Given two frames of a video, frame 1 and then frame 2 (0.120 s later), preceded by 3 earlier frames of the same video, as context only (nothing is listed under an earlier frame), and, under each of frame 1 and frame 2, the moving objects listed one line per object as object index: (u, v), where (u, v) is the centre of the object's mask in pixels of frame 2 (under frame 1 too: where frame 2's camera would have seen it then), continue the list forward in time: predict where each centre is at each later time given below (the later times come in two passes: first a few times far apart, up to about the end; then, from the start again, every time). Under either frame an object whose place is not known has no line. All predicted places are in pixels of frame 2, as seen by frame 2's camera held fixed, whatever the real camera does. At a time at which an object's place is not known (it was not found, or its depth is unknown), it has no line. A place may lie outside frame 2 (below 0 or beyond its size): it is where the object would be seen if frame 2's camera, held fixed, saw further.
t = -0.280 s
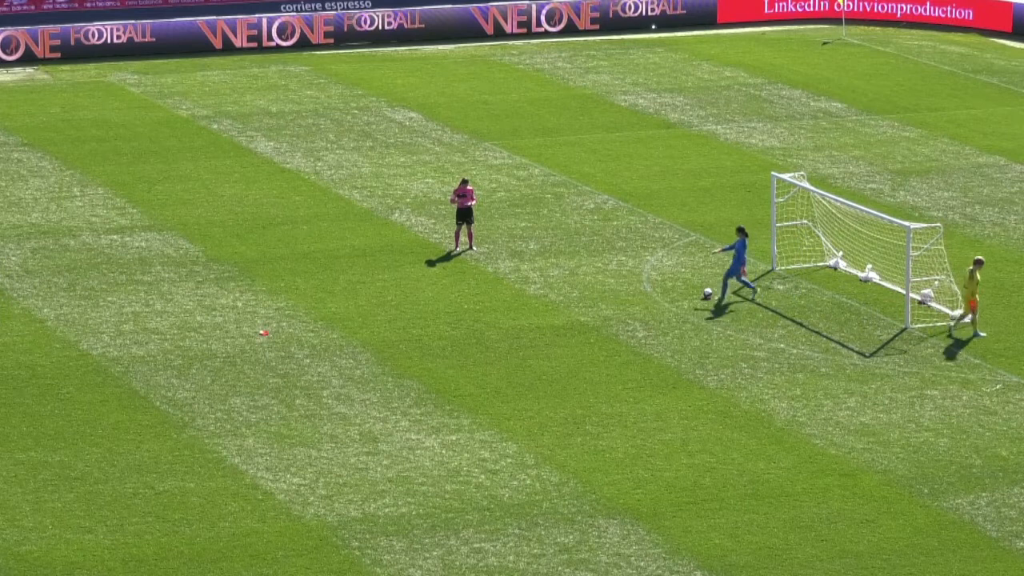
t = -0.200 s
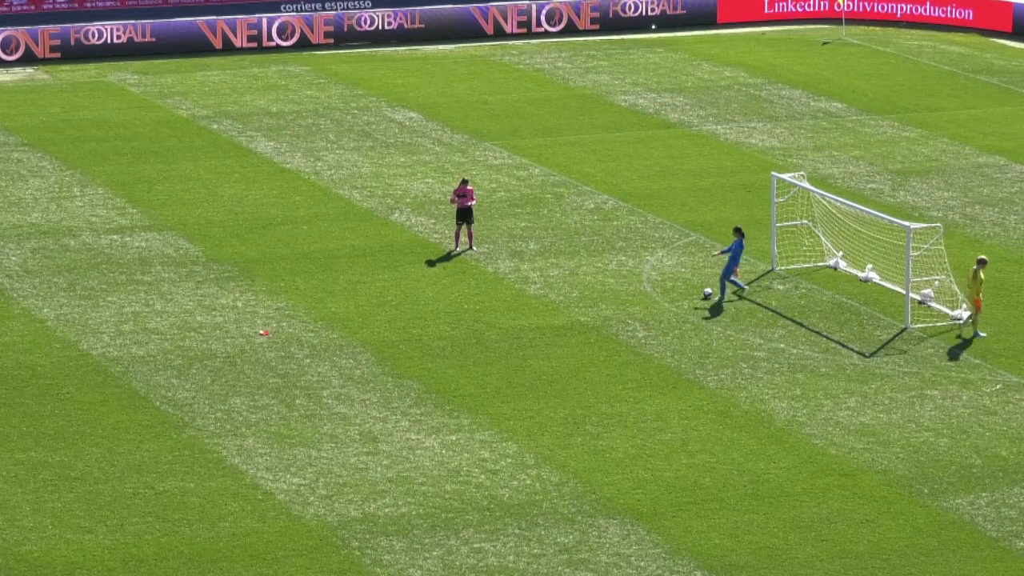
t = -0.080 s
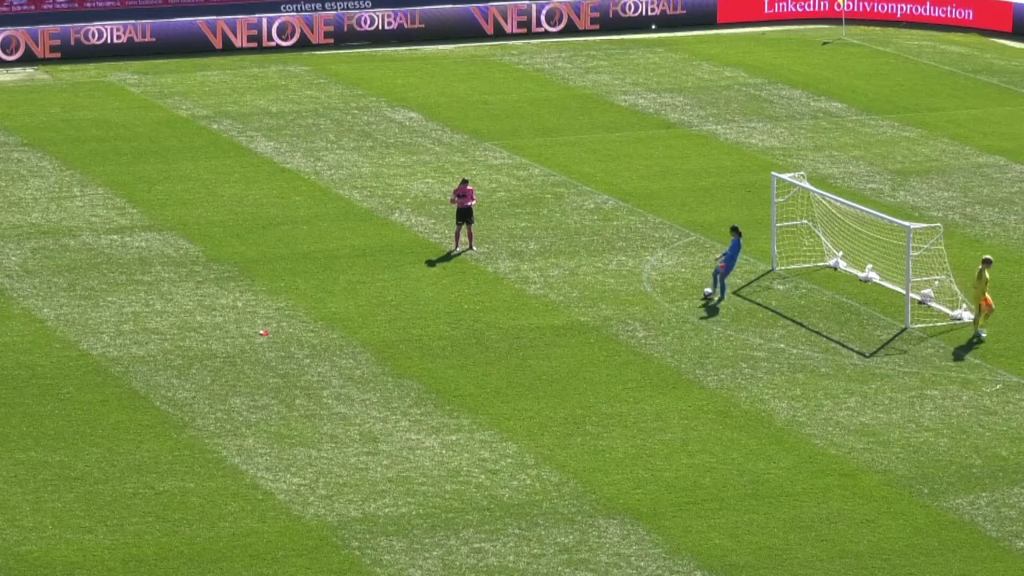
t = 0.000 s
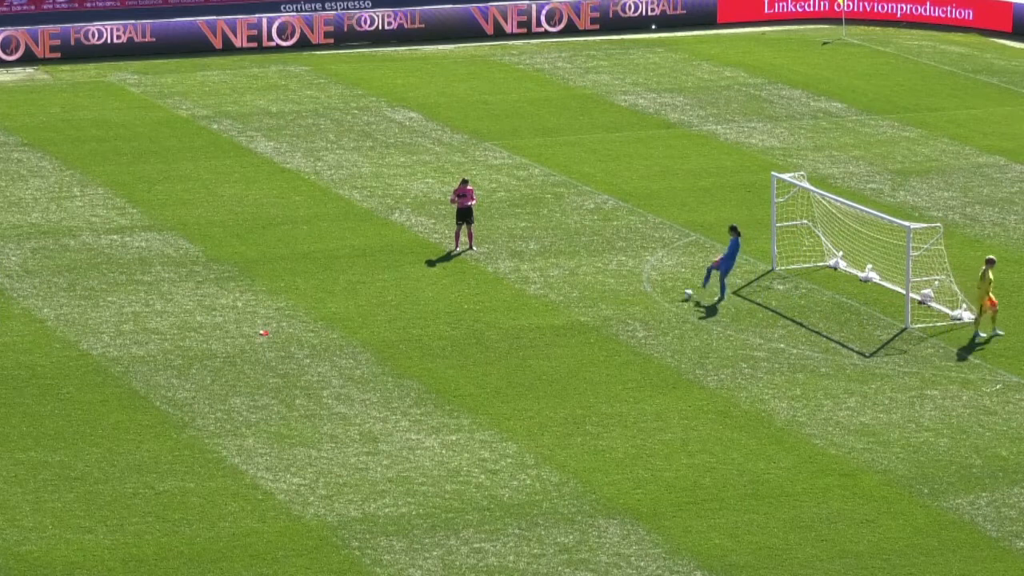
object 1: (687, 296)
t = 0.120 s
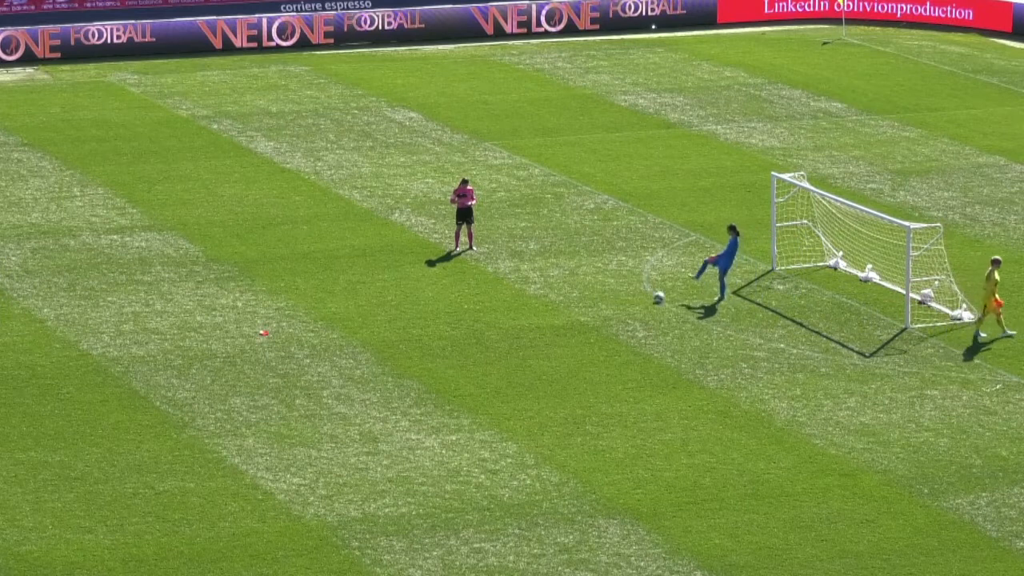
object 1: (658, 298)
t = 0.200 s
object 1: (642, 299)
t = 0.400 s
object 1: (604, 302)
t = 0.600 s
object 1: (569, 304)
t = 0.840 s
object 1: (529, 308)
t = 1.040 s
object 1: (498, 309)
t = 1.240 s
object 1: (469, 311)
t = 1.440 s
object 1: (441, 313)
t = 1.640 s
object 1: (416, 315)
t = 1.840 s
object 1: (391, 317)
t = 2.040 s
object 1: (369, 319)
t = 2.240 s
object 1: (347, 320)
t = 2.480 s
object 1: (323, 322)
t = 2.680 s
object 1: (305, 324)
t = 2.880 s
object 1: (287, 325)
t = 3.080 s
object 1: (272, 326)
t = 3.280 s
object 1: (257, 327)
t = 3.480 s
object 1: (244, 327)
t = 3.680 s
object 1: (232, 328)
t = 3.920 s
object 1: (219, 328)
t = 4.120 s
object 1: (211, 329)
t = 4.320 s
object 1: (204, 329)
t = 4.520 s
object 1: (197, 330)
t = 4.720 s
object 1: (193, 330)
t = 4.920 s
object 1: (188, 330)
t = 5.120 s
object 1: (186, 330)
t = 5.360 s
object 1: (185, 330)
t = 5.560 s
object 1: (184, 330)
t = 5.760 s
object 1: (185, 330)
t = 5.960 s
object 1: (185, 330)
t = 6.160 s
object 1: (185, 330)
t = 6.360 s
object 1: (185, 330)
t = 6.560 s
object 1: (185, 330)
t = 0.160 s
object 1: (650, 299)
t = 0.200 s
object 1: (642, 299)
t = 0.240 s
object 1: (634, 300)
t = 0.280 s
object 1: (626, 301)
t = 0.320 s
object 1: (620, 301)
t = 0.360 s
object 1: (612, 301)
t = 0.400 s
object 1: (604, 302)
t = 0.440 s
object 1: (596, 303)
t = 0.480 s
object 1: (590, 303)
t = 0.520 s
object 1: (582, 303)
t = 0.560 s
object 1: (576, 303)
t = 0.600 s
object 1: (569, 304)
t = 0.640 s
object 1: (562, 305)
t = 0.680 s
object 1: (555, 305)
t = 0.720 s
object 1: (549, 305)
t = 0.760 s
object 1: (542, 306)
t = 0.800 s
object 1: (536, 307)
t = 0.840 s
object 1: (529, 308)
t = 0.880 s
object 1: (523, 308)
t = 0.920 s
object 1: (517, 308)
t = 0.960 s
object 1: (510, 309)
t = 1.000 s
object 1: (505, 309)
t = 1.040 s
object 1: (498, 309)
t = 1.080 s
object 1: (493, 310)
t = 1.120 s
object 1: (486, 310)
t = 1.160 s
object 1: (480, 311)
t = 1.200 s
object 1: (475, 311)
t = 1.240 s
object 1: (469, 311)
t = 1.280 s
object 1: (464, 312)
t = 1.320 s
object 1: (458, 312)
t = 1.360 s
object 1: (452, 313)
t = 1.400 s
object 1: (447, 313)
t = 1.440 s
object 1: (441, 313)
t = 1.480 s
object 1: (436, 314)
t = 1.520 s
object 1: (431, 314)
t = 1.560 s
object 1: (426, 314)
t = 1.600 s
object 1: (421, 314)
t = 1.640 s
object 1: (416, 315)
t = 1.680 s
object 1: (410, 315)
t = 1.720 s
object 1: (406, 316)
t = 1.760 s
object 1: (401, 316)
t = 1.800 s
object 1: (396, 316)
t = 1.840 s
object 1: (391, 317)
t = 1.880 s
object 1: (386, 317)
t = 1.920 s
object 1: (382, 318)
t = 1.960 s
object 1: (377, 318)
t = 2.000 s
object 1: (373, 318)
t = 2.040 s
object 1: (369, 319)
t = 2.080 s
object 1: (364, 319)
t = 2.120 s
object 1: (360, 319)
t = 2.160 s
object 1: (355, 320)
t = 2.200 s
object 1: (351, 320)
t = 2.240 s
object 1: (347, 320)
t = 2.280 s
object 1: (343, 321)
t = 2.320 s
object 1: (339, 321)
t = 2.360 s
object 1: (335, 321)
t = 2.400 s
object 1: (331, 322)
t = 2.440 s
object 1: (326, 322)
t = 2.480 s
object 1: (323, 322)
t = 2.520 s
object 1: (319, 322)
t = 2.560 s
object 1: (316, 323)
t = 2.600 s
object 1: (312, 323)
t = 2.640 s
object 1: (308, 324)
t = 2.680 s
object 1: (305, 324)
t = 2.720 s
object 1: (301, 324)
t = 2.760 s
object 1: (297, 324)
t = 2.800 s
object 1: (294, 325)
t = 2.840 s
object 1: (291, 325)
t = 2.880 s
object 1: (287, 325)
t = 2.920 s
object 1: (284, 325)
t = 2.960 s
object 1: (281, 325)
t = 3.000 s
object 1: (278, 326)
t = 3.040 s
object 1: (275, 326)
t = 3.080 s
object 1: (272, 326)
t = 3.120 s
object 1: (269, 326)
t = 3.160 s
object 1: (266, 326)
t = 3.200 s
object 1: (263, 327)
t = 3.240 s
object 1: (260, 327)
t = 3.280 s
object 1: (257, 327)
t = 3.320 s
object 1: (255, 327)
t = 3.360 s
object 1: (251, 327)
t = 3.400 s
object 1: (249, 327)
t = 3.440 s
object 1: (247, 327)
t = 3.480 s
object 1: (244, 327)
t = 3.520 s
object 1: (242, 327)
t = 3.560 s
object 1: (239, 328)
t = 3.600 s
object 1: (237, 328)
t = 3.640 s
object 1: (234, 328)
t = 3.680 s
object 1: (232, 328)
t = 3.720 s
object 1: (230, 328)
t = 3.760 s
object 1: (228, 328)
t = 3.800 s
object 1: (226, 328)
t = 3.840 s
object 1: (224, 328)
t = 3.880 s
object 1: (221, 328)
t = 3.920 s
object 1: (219, 328)
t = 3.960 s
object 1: (218, 329)
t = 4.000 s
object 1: (216, 329)
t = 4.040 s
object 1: (214, 329)
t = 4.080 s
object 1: (212, 329)
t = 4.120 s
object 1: (211, 329)
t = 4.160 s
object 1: (209, 329)
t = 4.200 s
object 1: (208, 329)
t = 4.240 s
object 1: (207, 329)
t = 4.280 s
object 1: (205, 329)
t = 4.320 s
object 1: (204, 329)
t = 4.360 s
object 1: (202, 329)
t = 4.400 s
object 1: (201, 329)
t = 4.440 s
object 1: (199, 330)
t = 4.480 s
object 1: (198, 330)
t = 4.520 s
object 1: (197, 330)
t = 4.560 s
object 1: (196, 329)
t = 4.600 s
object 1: (195, 330)
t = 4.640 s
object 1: (194, 330)
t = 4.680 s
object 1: (194, 330)
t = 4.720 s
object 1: (193, 330)
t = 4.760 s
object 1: (191, 330)
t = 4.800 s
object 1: (191, 330)
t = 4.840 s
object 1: (190, 330)
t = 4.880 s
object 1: (189, 330)
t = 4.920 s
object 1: (188, 330)
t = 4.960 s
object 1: (188, 330)
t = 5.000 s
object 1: (187, 330)
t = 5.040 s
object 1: (186, 330)
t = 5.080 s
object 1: (186, 330)
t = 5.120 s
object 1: (186, 330)
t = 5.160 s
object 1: (185, 330)
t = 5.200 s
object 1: (185, 330)
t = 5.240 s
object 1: (185, 330)
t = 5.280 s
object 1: (185, 330)
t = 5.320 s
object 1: (185, 330)
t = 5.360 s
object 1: (185, 330)
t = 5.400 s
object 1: (184, 330)
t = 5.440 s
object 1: (184, 330)
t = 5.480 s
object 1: (184, 330)
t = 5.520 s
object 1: (184, 330)
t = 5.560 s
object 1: (184, 330)
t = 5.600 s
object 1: (184, 330)
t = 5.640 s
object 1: (184, 330)
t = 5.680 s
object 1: (184, 330)
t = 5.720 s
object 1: (185, 330)
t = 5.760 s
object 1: (185, 330)
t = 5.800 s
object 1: (185, 330)
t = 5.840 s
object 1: (185, 330)
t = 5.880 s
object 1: (185, 330)
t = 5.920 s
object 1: (185, 330)
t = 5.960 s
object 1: (185, 330)
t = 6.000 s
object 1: (185, 330)
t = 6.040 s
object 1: (185, 330)
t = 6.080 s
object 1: (185, 330)
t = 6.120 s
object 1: (185, 330)
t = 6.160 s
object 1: (185, 330)
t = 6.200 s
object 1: (185, 330)
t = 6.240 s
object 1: (185, 330)
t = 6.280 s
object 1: (185, 330)
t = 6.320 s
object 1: (185, 330)
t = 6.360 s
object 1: (185, 330)
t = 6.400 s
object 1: (185, 330)
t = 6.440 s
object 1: (185, 330)
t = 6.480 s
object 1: (185, 330)
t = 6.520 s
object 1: (185, 330)
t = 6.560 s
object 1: (185, 330)
